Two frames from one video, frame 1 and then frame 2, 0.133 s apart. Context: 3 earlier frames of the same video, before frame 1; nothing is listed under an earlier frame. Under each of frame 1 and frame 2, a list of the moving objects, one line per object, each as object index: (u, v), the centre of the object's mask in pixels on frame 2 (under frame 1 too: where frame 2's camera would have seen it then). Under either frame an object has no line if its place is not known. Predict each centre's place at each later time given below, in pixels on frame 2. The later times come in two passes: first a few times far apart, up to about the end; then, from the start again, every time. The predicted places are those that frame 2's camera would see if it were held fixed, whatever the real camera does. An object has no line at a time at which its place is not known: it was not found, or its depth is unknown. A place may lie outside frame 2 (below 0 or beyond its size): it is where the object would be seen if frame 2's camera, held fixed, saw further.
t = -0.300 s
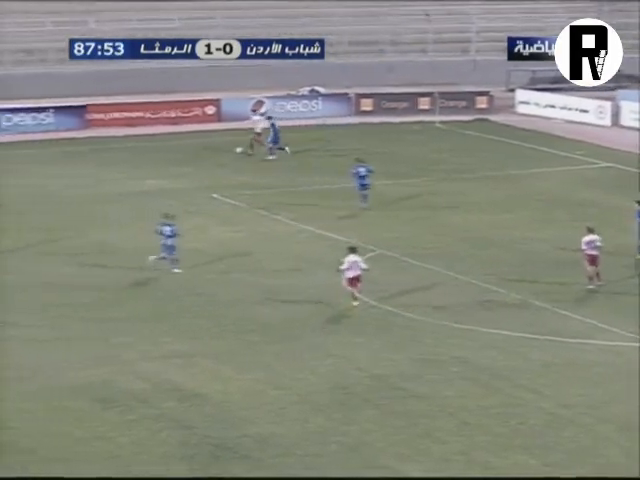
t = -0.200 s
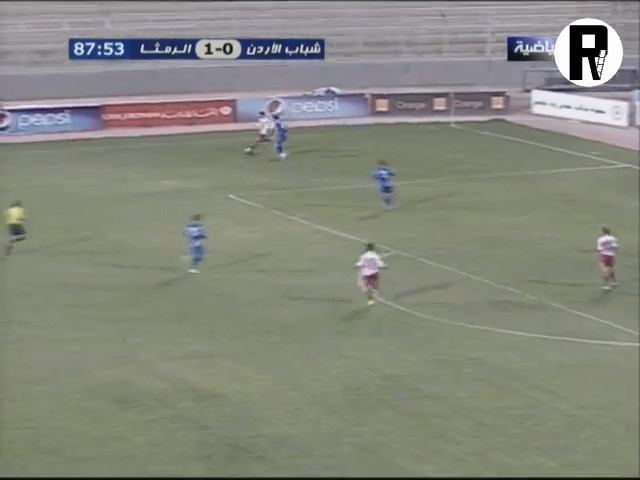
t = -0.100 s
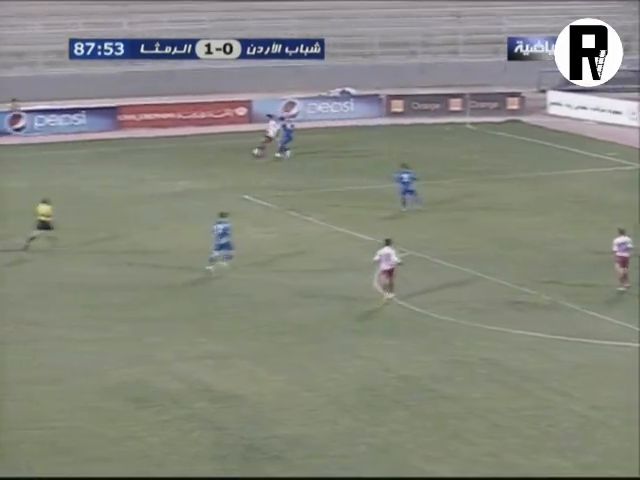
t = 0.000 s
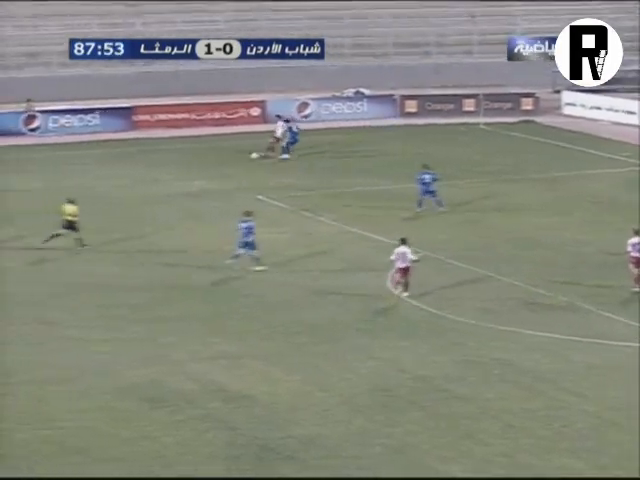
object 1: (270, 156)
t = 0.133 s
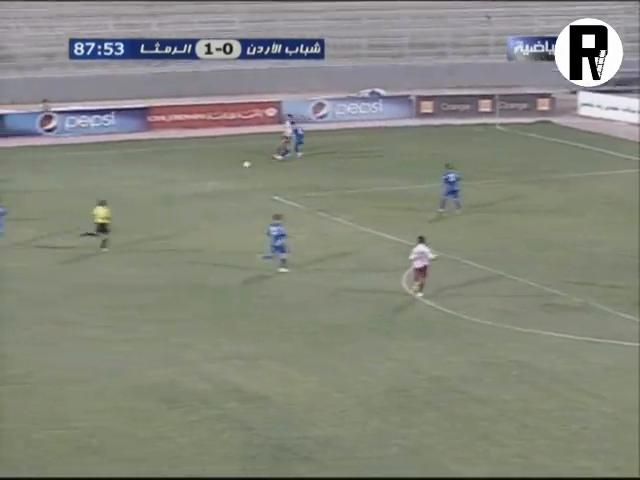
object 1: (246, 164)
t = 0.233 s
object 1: (229, 169)
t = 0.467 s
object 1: (194, 182)
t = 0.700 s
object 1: (163, 194)
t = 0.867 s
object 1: (142, 201)
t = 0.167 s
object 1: (240, 167)
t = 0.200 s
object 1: (235, 168)
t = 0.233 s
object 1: (229, 169)
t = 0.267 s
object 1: (223, 172)
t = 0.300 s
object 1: (218, 174)
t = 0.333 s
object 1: (214, 176)
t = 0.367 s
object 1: (209, 177)
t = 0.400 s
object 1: (204, 179)
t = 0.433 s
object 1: (199, 181)
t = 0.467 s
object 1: (194, 182)
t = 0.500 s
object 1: (189, 184)
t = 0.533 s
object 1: (185, 185)
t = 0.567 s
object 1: (180, 187)
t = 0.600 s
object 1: (175, 189)
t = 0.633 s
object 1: (171, 191)
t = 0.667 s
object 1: (167, 192)
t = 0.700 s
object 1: (163, 194)
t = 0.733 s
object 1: (159, 194)
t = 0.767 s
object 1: (154, 198)
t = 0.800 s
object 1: (149, 200)
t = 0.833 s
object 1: (147, 200)
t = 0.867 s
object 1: (142, 201)
